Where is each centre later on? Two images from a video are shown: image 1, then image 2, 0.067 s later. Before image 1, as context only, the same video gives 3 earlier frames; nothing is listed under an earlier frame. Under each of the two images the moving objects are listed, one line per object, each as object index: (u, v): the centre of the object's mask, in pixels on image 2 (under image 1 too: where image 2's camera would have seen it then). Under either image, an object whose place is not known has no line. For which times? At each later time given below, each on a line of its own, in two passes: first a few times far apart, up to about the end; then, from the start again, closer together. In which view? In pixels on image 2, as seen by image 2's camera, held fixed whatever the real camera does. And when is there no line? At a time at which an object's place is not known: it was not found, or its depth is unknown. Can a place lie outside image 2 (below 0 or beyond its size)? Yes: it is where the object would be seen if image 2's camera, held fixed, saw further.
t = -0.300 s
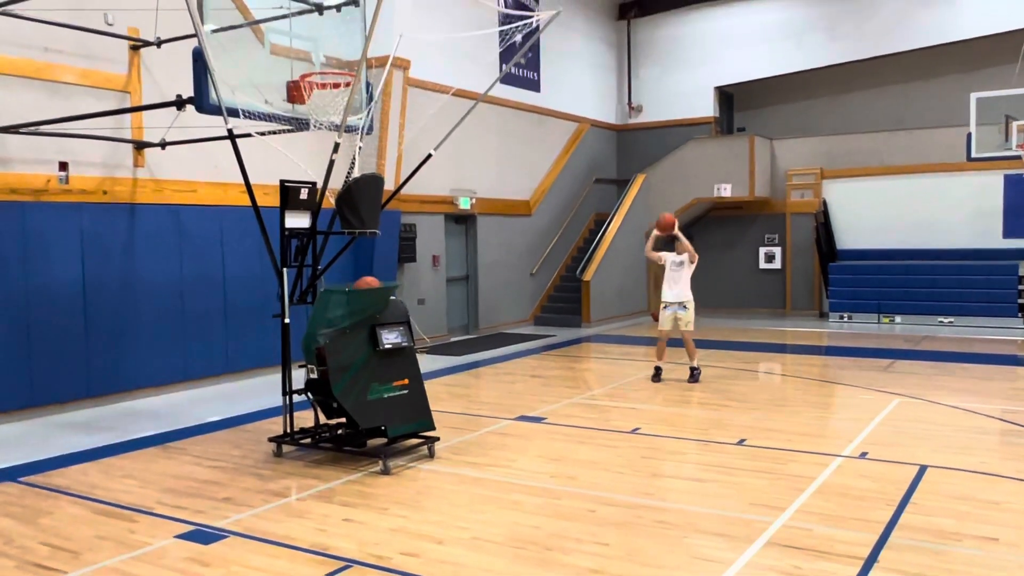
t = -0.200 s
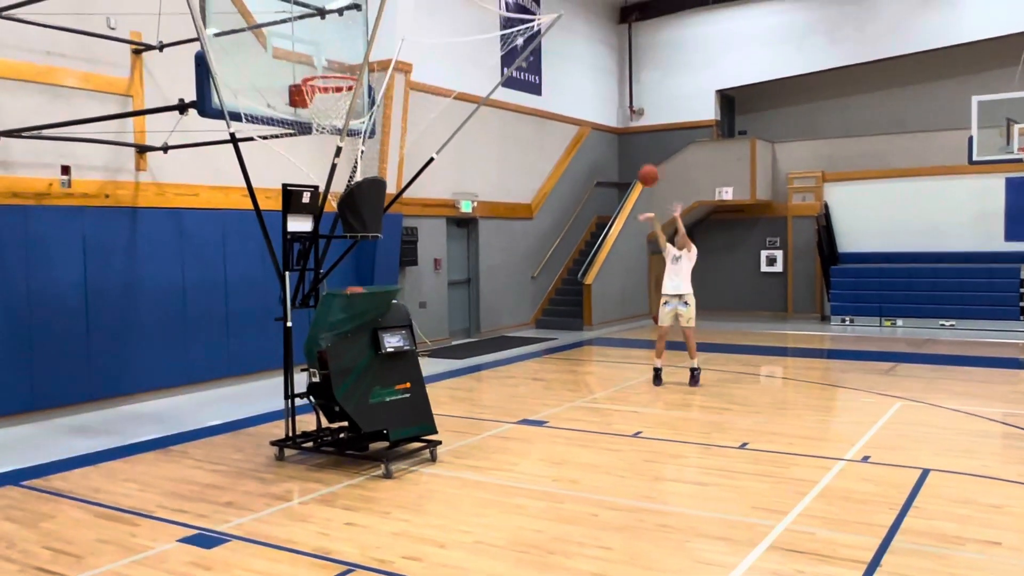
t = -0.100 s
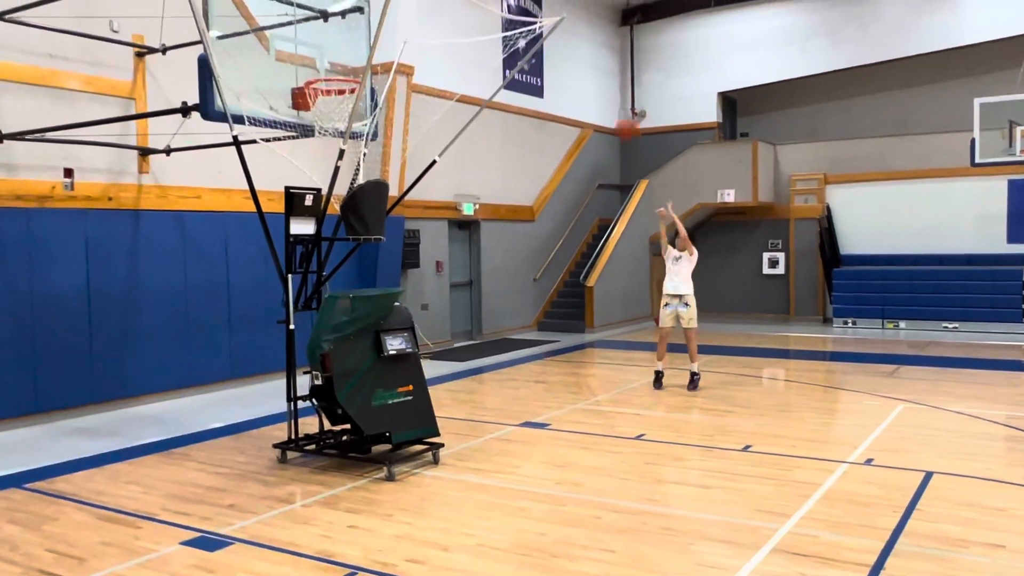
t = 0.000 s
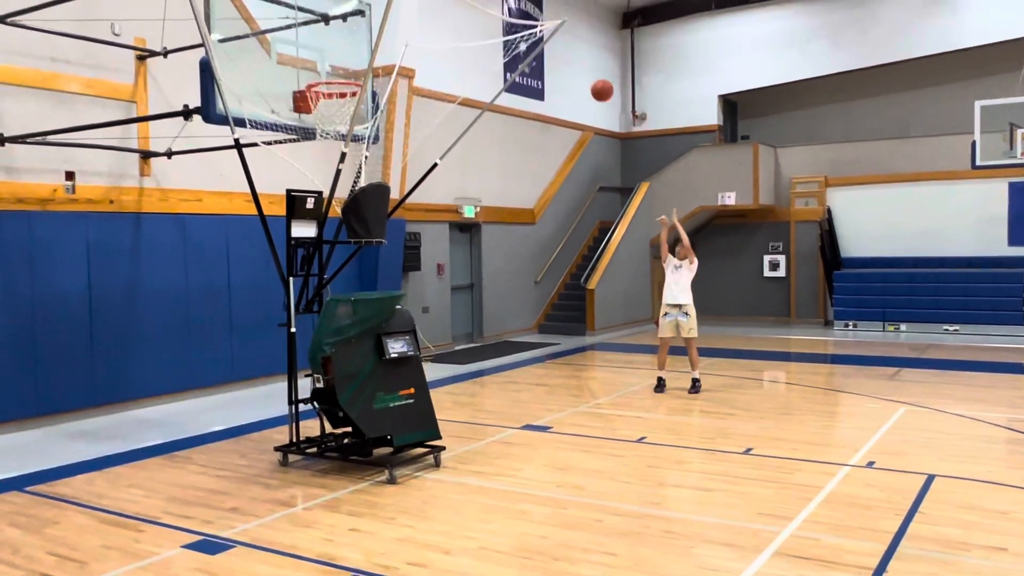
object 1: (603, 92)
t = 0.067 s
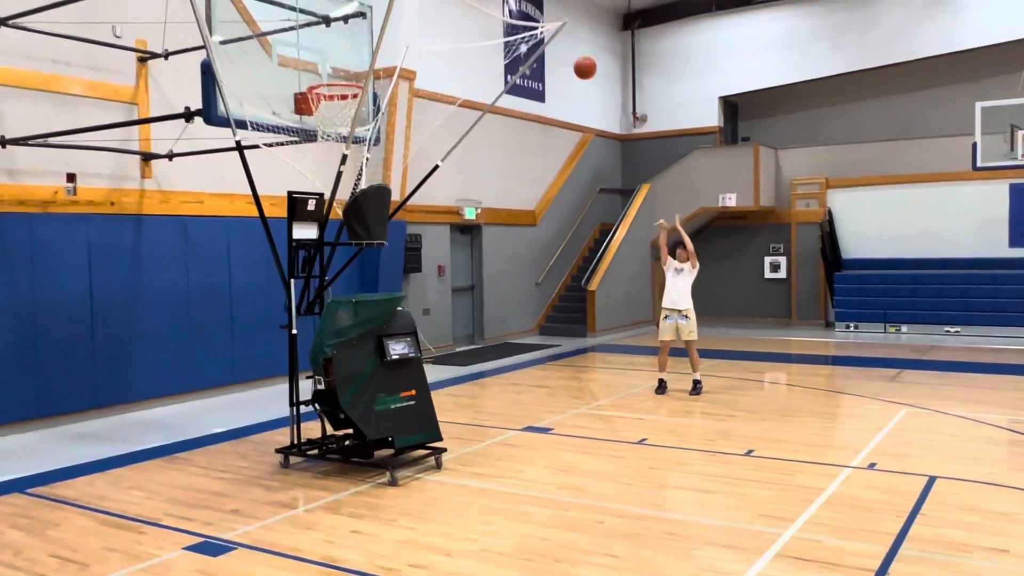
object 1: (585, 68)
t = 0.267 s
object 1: (528, 13)
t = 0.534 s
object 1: (440, 3)
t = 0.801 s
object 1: (338, 75)
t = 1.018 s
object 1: (336, 49)
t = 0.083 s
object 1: (580, 62)
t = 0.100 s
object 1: (576, 57)
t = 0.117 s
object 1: (571, 52)
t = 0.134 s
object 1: (567, 47)
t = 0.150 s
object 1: (563, 43)
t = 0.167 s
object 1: (558, 38)
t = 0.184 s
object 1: (557, 36)
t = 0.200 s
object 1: (549, 27)
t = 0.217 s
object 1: (543, 18)
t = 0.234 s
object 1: (539, 16)
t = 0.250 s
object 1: (533, 15)
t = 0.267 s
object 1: (528, 13)
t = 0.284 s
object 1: (523, 11)
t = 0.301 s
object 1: (517, 8)
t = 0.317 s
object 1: (513, 7)
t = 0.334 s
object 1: (507, 5)
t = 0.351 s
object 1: (501, 3)
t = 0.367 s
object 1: (496, 2)
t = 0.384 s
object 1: (491, 0)
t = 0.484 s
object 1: (458, 0)
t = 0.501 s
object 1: (452, 1)
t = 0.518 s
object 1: (445, 3)
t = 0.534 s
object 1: (440, 3)
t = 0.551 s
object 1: (434, 5)
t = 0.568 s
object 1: (428, 7)
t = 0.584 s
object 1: (422, 10)
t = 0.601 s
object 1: (416, 12)
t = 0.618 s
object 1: (410, 16)
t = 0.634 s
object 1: (404, 19)
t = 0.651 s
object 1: (399, 24)
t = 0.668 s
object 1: (391, 28)
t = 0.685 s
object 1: (385, 32)
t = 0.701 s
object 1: (377, 38)
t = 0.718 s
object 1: (368, 41)
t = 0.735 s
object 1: (363, 48)
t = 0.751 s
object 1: (358, 55)
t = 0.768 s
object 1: (351, 62)
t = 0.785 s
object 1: (345, 69)
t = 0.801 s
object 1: (338, 75)
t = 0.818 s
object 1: (334, 78)
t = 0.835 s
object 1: (329, 78)
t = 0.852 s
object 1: (327, 78)
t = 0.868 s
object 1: (325, 79)
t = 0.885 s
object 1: (323, 79)
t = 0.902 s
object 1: (322, 74)
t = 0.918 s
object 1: (325, 71)
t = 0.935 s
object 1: (327, 68)
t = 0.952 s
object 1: (328, 63)
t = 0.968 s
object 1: (331, 60)
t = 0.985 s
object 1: (332, 56)
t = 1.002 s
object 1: (334, 53)
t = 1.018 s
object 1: (336, 49)
